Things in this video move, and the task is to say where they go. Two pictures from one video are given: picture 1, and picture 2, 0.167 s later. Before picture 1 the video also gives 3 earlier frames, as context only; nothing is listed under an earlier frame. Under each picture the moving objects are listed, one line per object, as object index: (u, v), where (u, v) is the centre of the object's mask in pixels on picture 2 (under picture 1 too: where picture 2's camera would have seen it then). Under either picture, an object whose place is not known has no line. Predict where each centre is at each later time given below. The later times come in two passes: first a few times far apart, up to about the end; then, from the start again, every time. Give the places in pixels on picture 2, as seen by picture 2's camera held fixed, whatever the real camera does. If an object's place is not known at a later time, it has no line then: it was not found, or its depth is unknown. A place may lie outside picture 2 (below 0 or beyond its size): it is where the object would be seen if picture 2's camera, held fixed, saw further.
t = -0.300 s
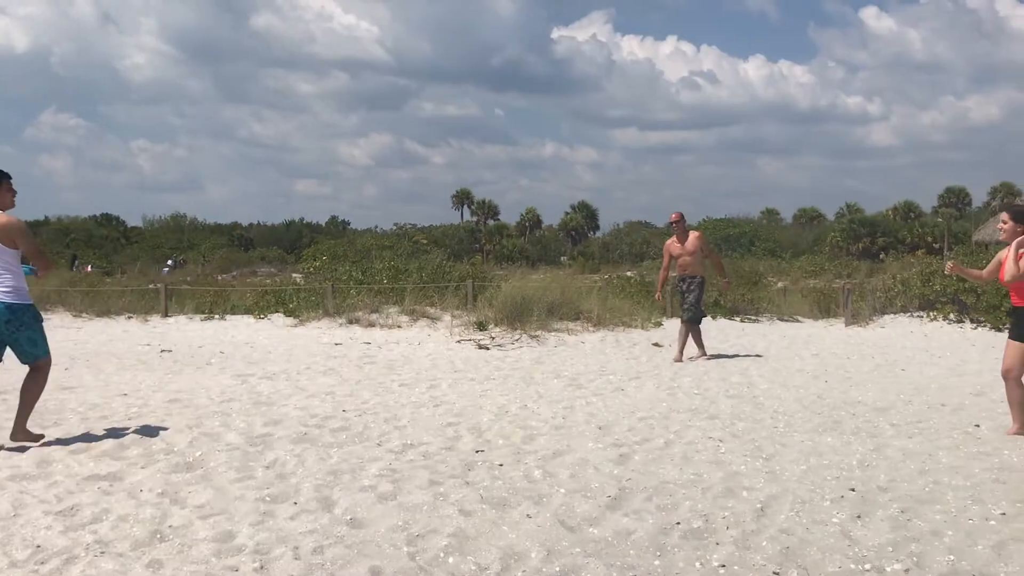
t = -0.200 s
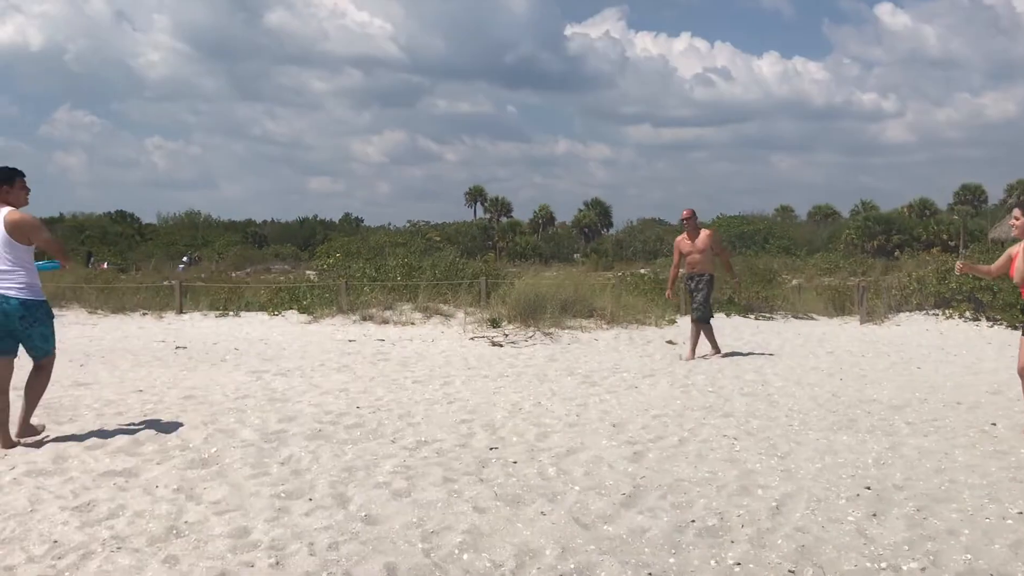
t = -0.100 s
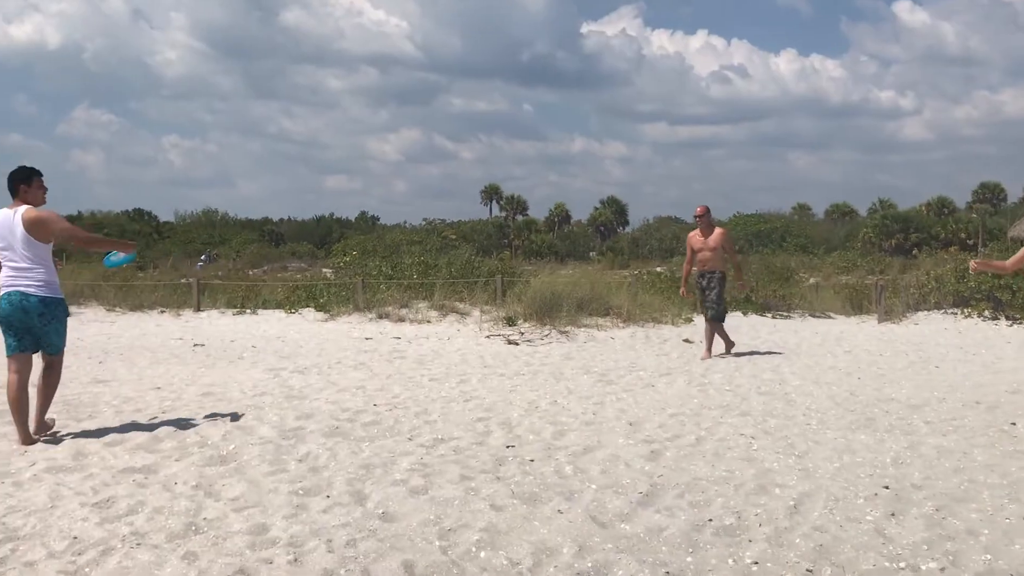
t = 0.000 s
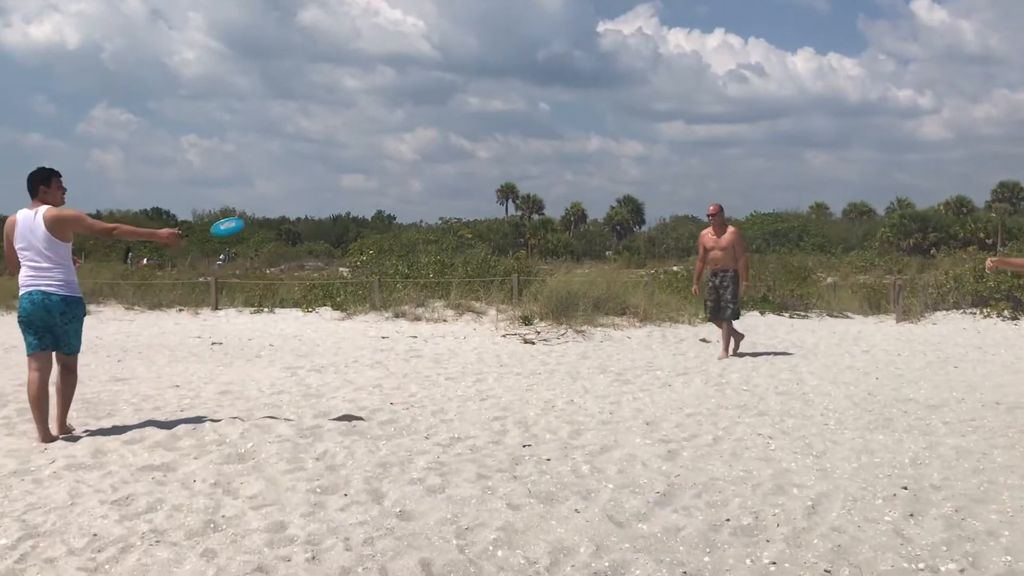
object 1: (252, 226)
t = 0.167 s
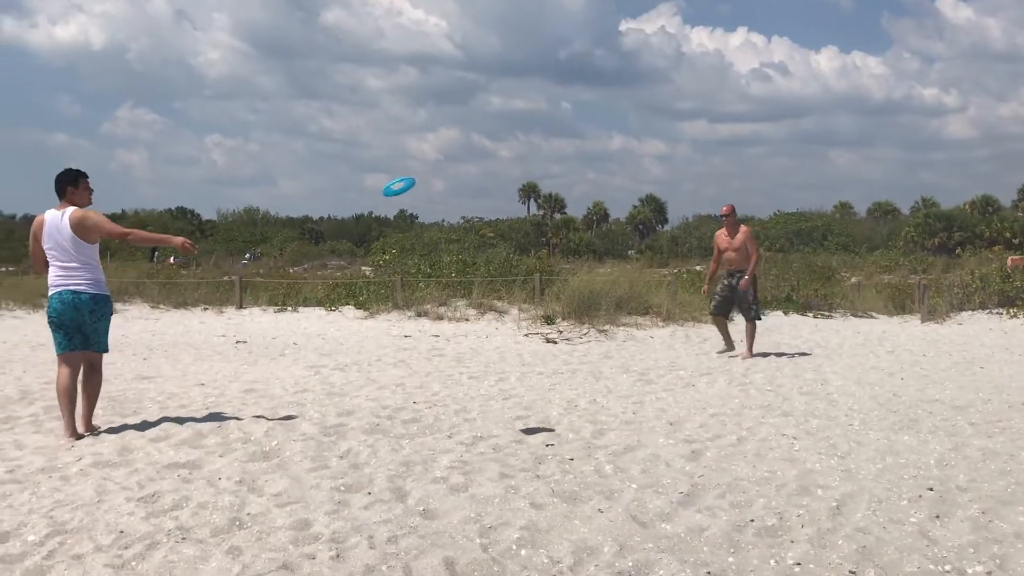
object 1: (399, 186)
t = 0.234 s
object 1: (459, 180)
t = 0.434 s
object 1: (646, 186)
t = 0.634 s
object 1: (836, 220)
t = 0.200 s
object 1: (429, 182)
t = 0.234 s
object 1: (459, 180)
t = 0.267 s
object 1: (490, 178)
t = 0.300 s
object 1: (521, 177)
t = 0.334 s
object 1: (552, 178)
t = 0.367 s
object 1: (583, 180)
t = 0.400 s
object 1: (614, 183)
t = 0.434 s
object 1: (646, 186)
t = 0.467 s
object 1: (677, 190)
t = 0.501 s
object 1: (709, 194)
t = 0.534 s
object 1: (740, 200)
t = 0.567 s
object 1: (771, 206)
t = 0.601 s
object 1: (803, 213)
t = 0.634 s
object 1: (836, 220)
